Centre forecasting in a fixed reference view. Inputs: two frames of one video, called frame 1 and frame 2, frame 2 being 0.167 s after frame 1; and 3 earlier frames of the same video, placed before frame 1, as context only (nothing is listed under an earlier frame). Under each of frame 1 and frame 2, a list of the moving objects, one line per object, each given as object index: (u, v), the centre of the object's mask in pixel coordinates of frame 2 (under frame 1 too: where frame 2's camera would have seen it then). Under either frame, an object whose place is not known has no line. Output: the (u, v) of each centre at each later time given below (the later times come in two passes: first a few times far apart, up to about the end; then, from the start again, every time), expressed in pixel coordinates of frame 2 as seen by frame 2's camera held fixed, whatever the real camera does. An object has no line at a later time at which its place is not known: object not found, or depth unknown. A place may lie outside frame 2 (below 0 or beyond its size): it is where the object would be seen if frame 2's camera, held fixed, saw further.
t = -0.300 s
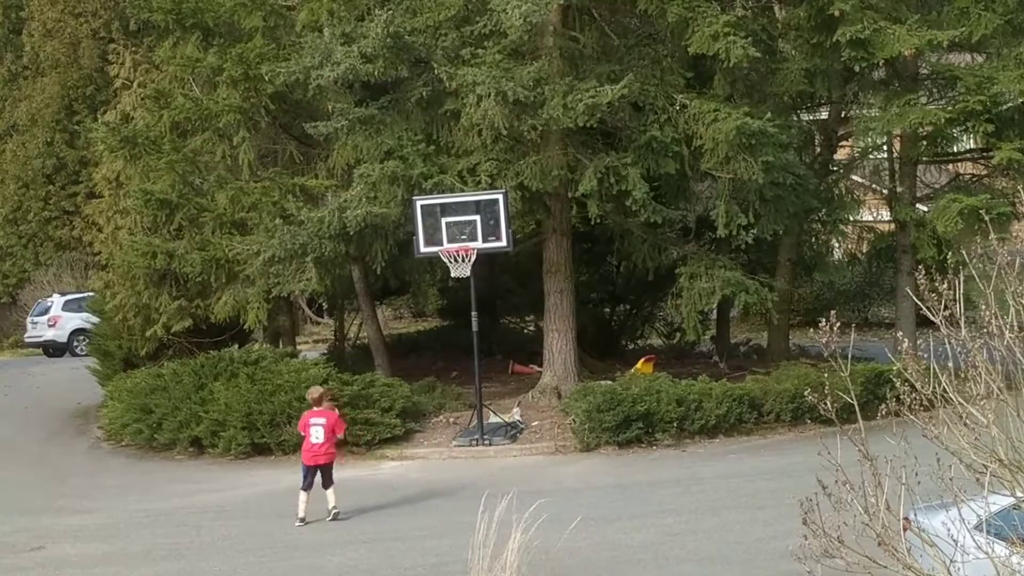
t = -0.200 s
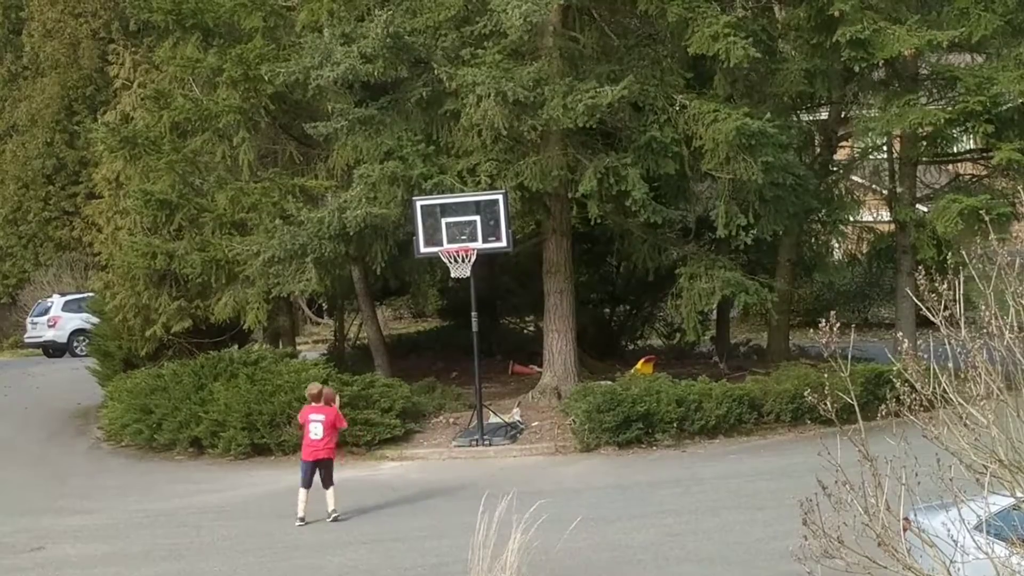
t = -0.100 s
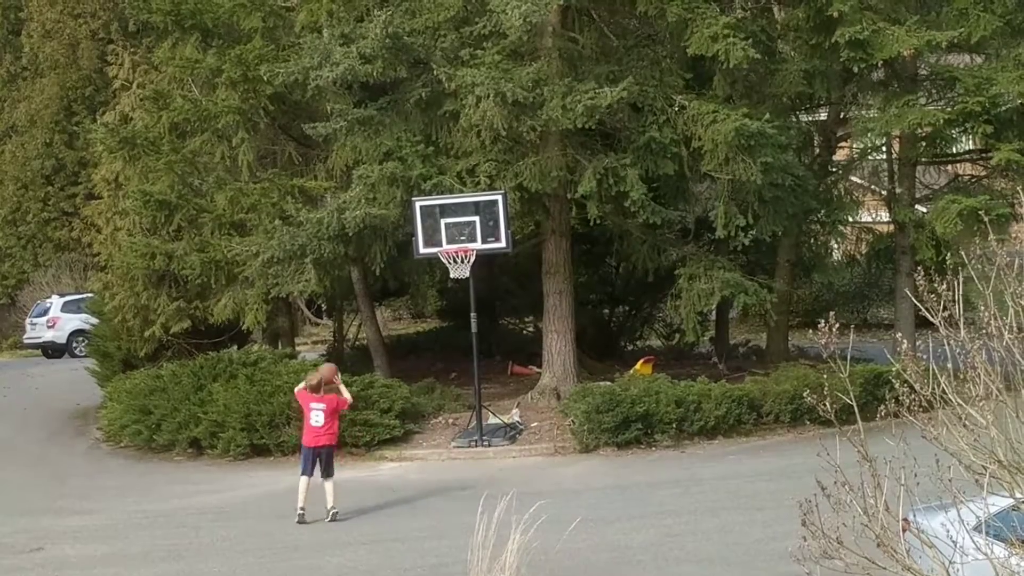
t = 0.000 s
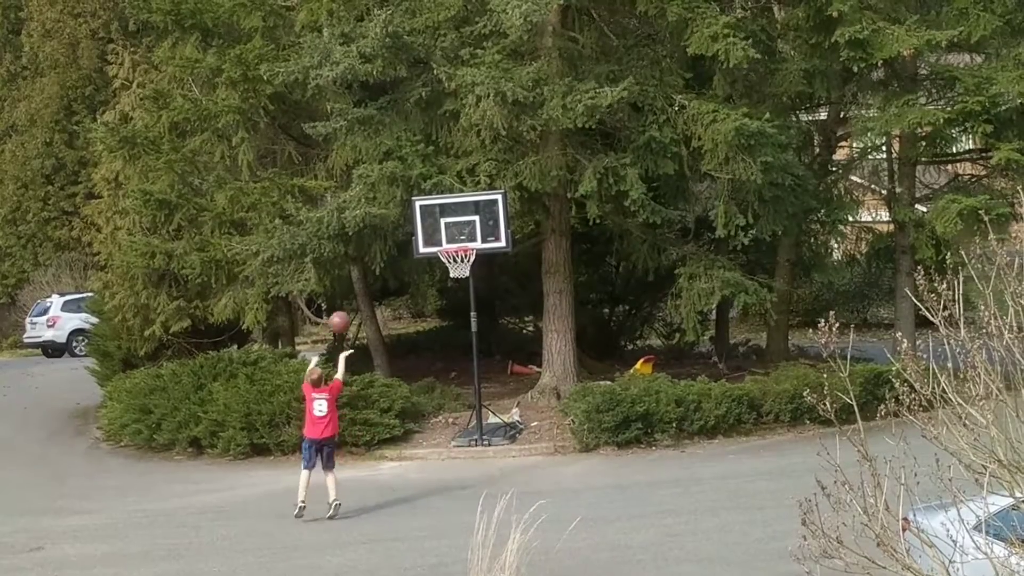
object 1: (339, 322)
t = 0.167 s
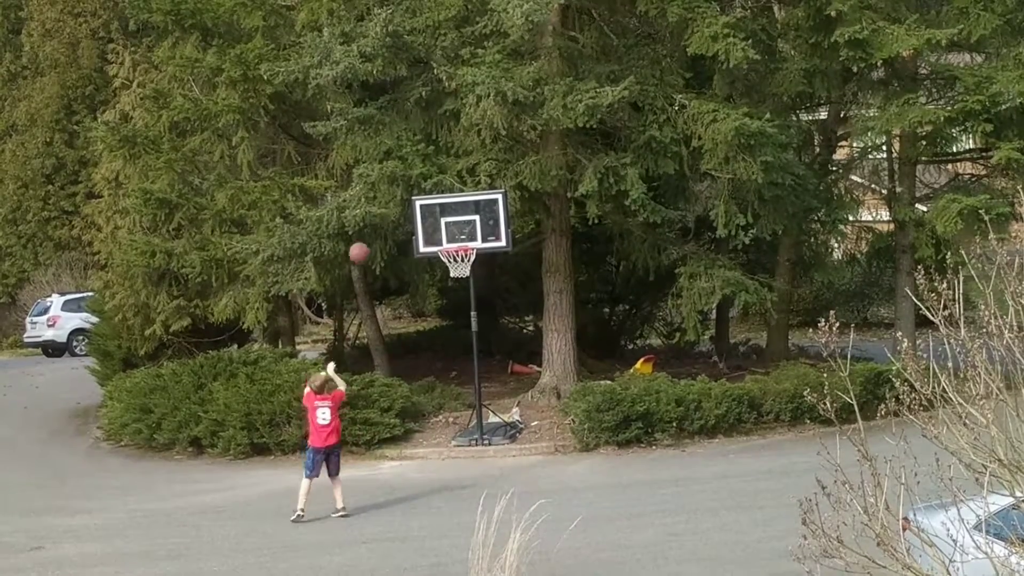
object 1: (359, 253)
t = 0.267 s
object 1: (370, 224)
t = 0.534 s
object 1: (404, 193)
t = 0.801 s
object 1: (437, 221)
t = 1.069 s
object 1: (455, 242)
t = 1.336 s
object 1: (447, 242)
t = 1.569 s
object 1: (466, 262)
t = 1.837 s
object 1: (475, 318)
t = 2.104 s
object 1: (485, 430)
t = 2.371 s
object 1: (477, 391)
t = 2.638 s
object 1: (466, 351)
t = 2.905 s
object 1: (458, 368)
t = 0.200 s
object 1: (363, 242)
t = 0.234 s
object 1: (367, 233)
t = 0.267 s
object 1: (370, 224)
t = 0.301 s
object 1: (374, 217)
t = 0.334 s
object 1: (378, 210)
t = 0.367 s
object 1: (383, 205)
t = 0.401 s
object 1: (387, 201)
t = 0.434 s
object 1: (391, 198)
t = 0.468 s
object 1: (395, 195)
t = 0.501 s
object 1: (399, 194)
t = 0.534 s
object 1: (404, 193)
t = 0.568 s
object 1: (408, 194)
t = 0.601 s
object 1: (412, 195)
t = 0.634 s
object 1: (416, 197)
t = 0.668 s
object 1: (420, 199)
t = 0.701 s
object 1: (424, 203)
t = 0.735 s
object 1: (429, 207)
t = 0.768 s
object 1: (432, 213)
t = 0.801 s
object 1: (437, 221)
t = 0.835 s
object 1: (440, 228)
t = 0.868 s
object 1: (444, 236)
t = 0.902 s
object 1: (450, 242)
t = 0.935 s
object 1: (458, 243)
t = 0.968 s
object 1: (465, 243)
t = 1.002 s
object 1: (462, 242)
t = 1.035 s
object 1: (458, 242)
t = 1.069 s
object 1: (455, 242)
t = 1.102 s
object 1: (452, 242)
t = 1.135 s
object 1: (449, 242)
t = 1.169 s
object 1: (446, 242)
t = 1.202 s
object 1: (445, 242)
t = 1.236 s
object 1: (444, 242)
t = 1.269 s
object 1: (444, 242)
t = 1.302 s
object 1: (445, 242)
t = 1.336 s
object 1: (447, 242)
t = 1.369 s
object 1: (449, 242)
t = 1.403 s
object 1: (451, 243)
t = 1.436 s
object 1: (454, 245)
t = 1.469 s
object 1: (457, 248)
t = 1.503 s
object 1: (459, 253)
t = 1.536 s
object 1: (464, 257)
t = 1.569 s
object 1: (466, 262)
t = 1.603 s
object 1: (467, 274)
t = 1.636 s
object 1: (469, 274)
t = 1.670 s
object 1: (470, 278)
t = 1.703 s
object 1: (471, 284)
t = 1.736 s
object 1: (472, 291)
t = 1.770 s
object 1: (473, 299)
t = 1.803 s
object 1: (474, 308)
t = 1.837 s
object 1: (475, 318)
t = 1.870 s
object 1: (476, 329)
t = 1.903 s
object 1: (477, 341)
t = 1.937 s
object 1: (479, 353)
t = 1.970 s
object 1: (480, 366)
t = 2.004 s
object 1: (482, 381)
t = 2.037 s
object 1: (483, 396)
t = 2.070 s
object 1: (484, 412)
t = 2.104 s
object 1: (485, 430)
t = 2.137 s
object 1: (488, 448)
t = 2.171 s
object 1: (489, 460)
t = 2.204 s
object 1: (487, 447)
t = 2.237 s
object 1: (484, 434)
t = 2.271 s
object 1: (483, 423)
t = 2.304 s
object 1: (481, 411)
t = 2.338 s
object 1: (479, 401)
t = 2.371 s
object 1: (477, 391)
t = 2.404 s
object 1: (476, 383)
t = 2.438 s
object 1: (474, 376)
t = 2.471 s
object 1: (473, 370)
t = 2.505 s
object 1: (472, 364)
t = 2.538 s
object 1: (471, 360)
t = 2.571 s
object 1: (469, 356)
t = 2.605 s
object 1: (467, 353)
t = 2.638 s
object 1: (466, 351)
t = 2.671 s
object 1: (465, 351)
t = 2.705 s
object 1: (464, 350)
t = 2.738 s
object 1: (463, 351)
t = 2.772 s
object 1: (463, 353)
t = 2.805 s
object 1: (461, 355)
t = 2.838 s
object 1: (460, 359)
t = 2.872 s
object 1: (459, 363)
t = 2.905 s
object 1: (458, 368)
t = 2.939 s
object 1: (457, 374)
